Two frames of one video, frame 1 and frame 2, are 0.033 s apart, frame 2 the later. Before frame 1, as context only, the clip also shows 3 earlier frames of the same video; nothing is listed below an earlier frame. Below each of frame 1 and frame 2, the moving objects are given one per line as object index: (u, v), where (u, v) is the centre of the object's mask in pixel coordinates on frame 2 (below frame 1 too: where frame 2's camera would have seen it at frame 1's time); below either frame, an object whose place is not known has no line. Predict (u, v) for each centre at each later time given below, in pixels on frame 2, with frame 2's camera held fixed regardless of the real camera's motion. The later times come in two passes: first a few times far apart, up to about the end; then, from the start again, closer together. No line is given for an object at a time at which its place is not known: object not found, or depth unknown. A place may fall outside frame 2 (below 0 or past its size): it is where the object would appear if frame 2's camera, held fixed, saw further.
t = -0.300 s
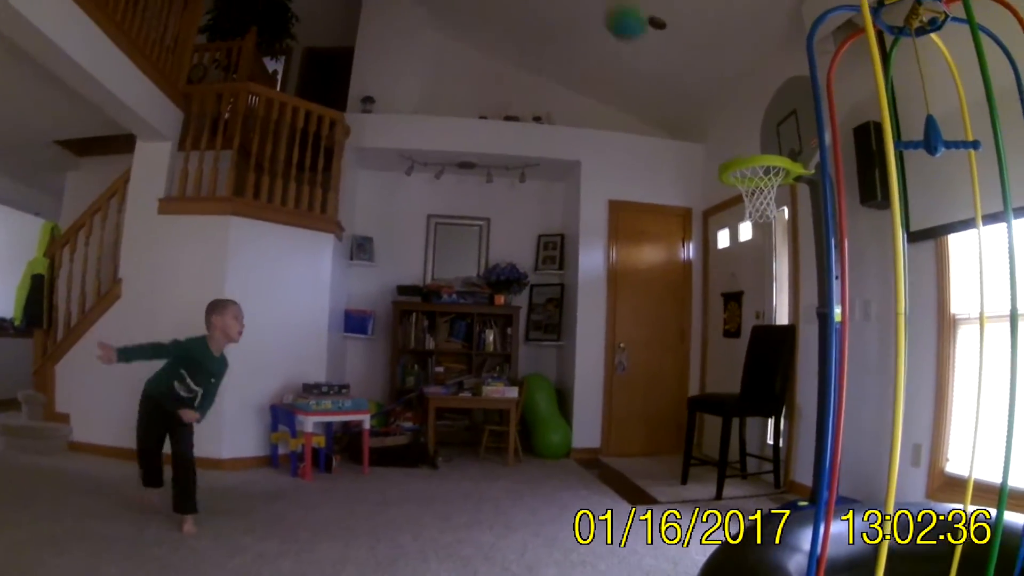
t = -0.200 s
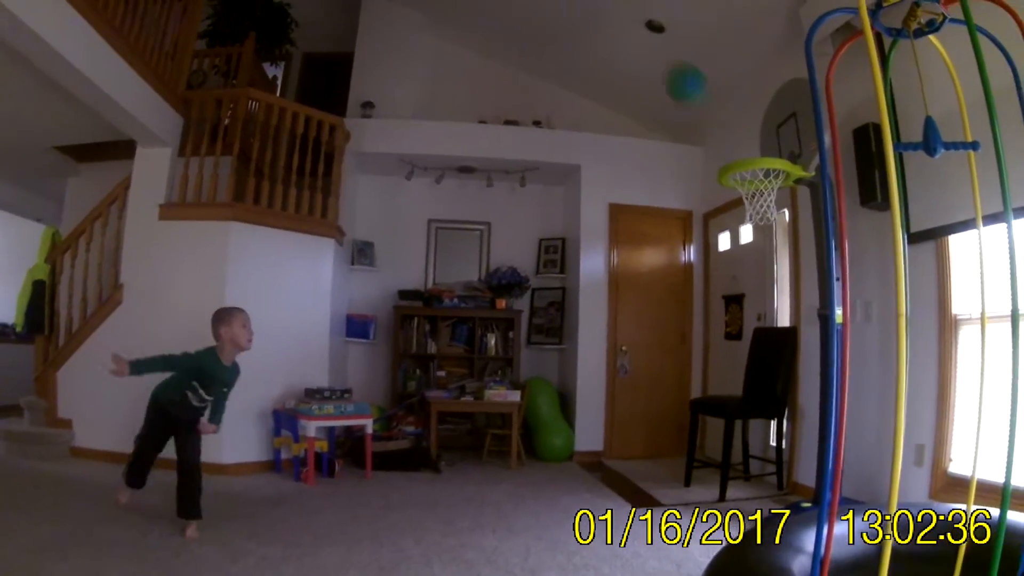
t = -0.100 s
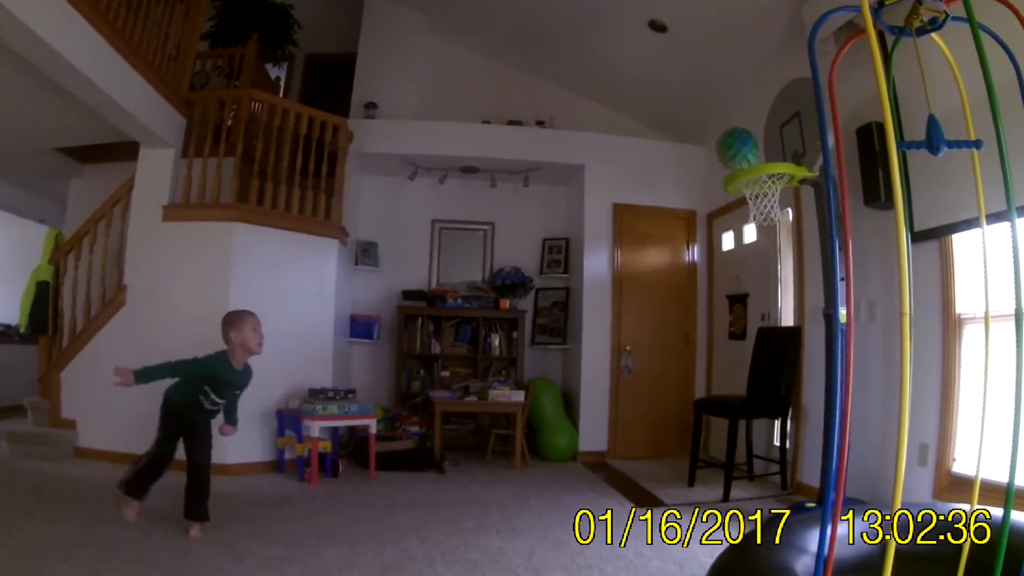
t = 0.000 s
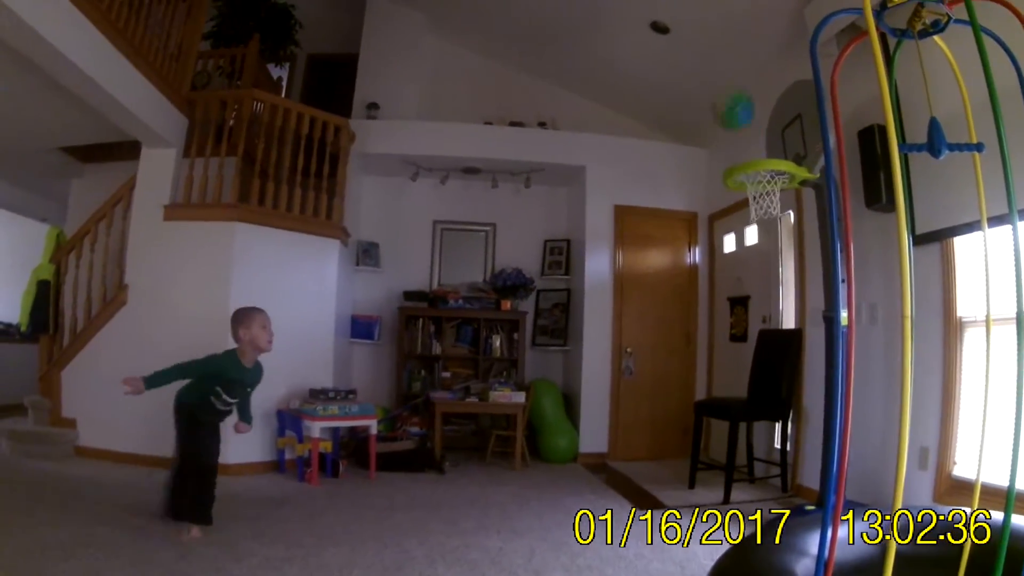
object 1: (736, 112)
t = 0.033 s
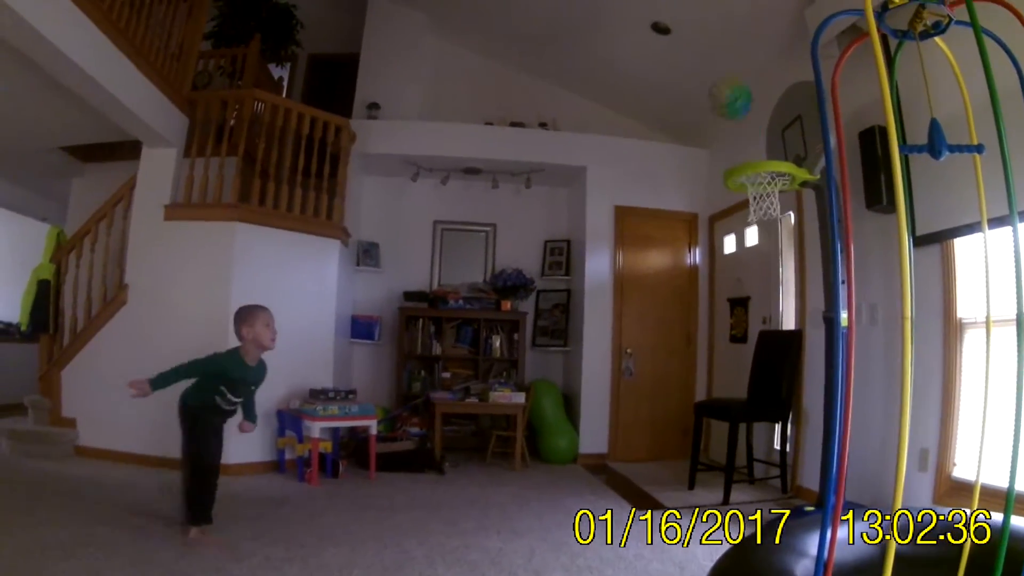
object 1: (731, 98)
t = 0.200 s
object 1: (720, 64)
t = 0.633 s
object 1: (701, 300)
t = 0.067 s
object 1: (728, 87)
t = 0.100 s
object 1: (725, 78)
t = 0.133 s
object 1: (724, 72)
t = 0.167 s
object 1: (721, 66)
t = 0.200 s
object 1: (720, 64)
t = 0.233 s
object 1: (718, 64)
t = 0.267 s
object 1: (716, 64)
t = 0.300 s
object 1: (715, 68)
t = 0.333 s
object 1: (713, 75)
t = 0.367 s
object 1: (713, 84)
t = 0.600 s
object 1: (700, 256)
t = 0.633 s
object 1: (701, 300)
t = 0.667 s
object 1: (693, 351)
